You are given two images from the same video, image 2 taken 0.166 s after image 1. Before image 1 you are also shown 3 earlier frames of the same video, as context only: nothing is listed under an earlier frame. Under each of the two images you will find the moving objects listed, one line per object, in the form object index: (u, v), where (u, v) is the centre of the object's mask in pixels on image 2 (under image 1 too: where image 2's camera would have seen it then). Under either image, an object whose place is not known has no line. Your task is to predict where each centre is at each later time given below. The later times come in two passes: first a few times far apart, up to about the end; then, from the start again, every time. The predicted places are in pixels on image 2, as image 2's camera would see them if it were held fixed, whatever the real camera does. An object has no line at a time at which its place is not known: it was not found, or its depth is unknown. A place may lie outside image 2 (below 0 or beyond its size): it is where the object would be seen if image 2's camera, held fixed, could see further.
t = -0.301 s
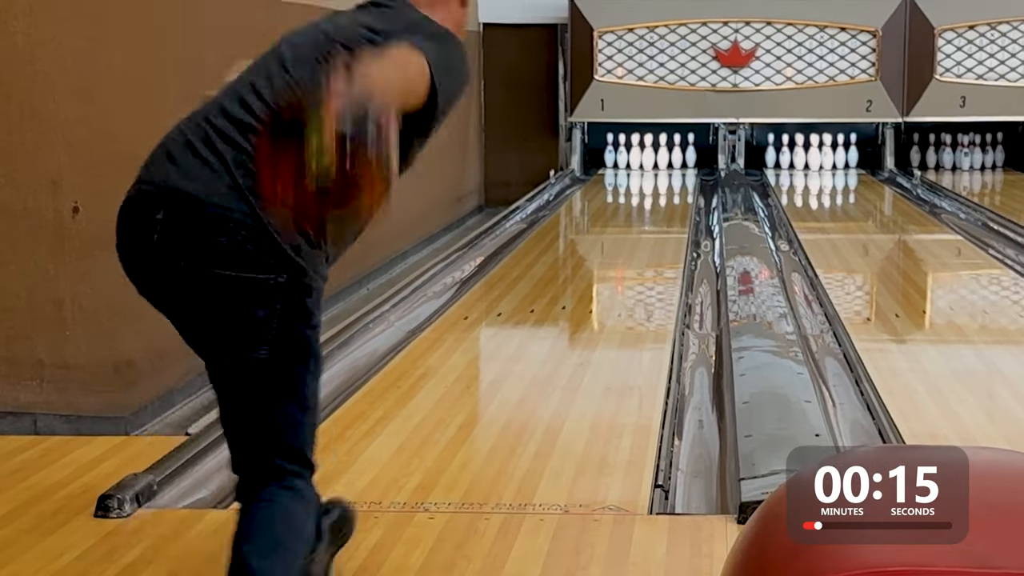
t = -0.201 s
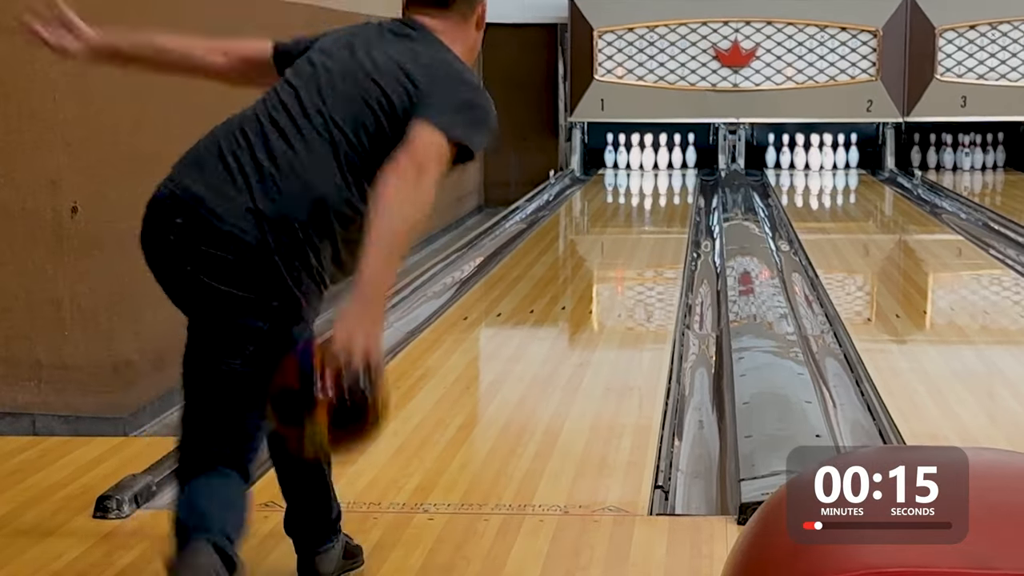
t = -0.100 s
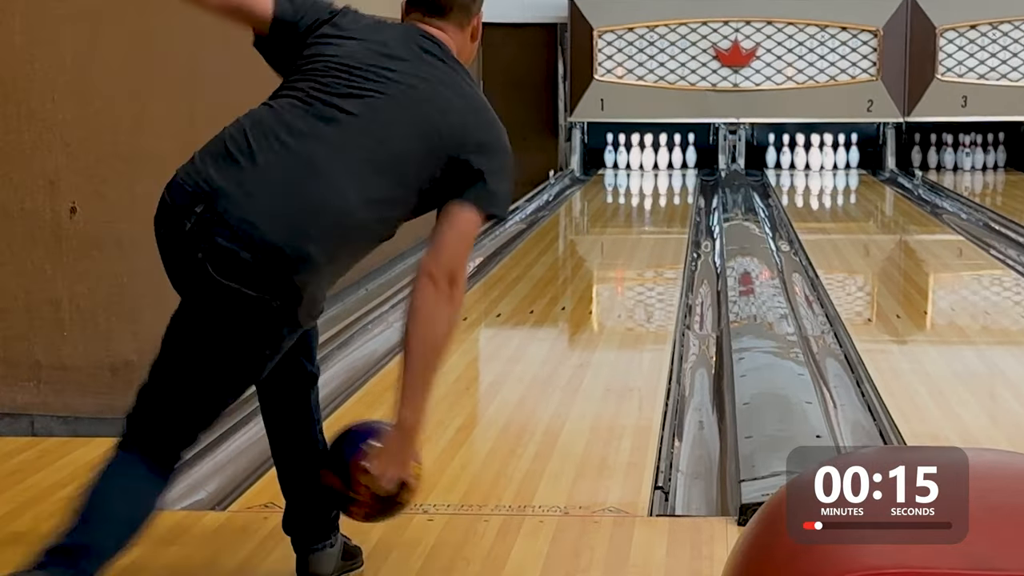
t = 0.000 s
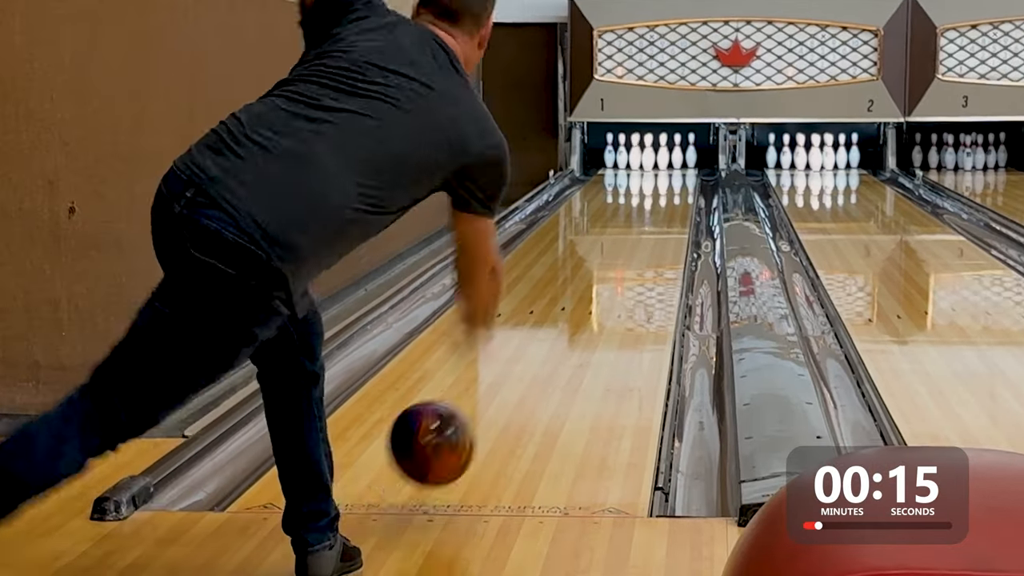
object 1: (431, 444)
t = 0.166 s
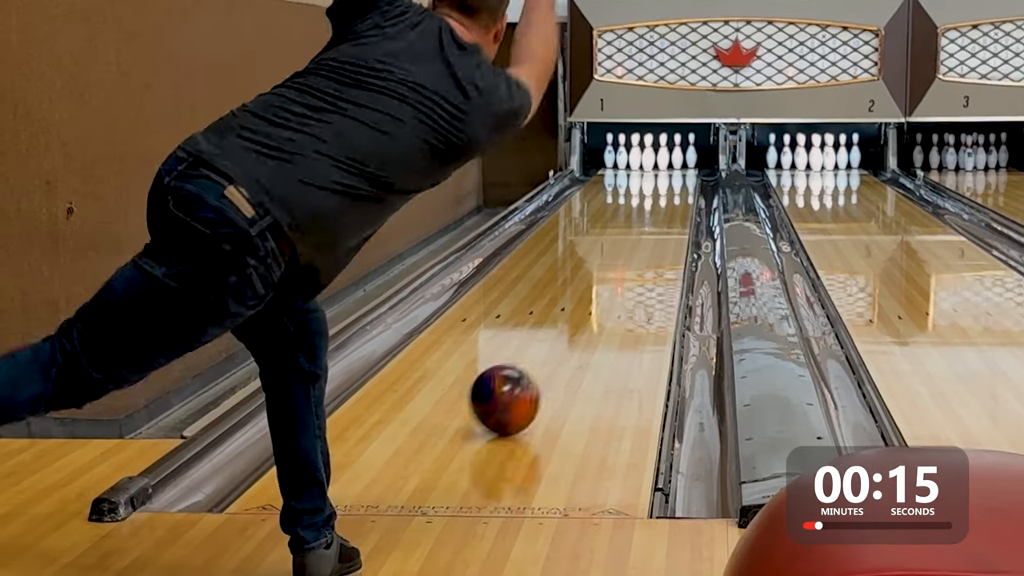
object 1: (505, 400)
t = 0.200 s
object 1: (516, 388)
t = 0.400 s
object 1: (569, 331)
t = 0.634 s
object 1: (609, 286)
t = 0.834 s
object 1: (633, 259)
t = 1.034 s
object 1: (651, 238)
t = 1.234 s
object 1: (663, 220)
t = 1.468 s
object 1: (674, 206)
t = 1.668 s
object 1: (679, 194)
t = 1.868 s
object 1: (681, 185)
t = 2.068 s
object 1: (679, 177)
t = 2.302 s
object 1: (670, 170)
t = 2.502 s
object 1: (658, 164)
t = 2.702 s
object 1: (656, 160)
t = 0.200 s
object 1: (516, 388)
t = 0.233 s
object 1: (527, 376)
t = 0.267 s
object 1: (536, 366)
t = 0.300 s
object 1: (545, 357)
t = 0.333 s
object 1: (553, 348)
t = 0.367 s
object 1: (561, 339)
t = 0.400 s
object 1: (569, 331)
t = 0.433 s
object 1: (575, 323)
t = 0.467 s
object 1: (582, 317)
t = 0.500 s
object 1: (588, 310)
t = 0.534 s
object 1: (594, 303)
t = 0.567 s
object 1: (599, 297)
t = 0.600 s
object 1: (604, 292)
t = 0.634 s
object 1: (609, 286)
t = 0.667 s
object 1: (614, 281)
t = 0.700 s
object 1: (618, 276)
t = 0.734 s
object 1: (622, 271)
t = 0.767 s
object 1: (626, 267)
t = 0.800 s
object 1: (630, 263)
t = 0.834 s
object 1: (633, 259)
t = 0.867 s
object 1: (637, 255)
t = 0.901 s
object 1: (640, 251)
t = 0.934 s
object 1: (643, 248)
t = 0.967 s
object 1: (645, 245)
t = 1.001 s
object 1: (648, 241)
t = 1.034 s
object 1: (651, 238)
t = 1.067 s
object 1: (653, 235)
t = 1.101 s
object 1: (656, 232)
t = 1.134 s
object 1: (658, 229)
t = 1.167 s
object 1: (660, 226)
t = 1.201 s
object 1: (662, 223)
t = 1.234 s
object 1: (663, 220)
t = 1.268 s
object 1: (666, 218)
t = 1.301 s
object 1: (667, 216)
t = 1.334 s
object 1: (668, 214)
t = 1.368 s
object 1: (670, 211)
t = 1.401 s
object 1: (672, 209)
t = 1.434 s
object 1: (673, 208)
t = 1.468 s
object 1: (674, 206)
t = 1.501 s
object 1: (675, 204)
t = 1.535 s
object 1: (676, 202)
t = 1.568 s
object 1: (677, 200)
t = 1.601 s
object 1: (678, 199)
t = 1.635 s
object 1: (679, 196)
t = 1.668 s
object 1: (679, 194)
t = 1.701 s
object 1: (680, 193)
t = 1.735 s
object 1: (681, 191)
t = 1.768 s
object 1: (681, 190)
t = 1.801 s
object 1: (681, 188)
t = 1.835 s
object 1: (681, 186)
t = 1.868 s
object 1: (681, 185)
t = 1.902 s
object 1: (681, 184)
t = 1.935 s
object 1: (681, 183)
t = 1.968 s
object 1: (680, 181)
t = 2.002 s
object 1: (680, 180)
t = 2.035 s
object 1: (679, 179)
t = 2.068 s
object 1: (679, 177)
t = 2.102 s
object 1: (678, 176)
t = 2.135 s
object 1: (677, 175)
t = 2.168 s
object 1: (676, 174)
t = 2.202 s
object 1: (675, 173)
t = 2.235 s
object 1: (673, 171)
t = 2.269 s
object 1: (672, 170)
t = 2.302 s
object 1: (670, 170)
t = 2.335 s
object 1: (668, 168)
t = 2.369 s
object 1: (666, 168)
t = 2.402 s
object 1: (664, 167)
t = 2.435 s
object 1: (663, 166)
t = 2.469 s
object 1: (661, 164)
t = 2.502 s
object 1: (658, 164)
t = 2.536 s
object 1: (657, 163)
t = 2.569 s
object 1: (656, 162)
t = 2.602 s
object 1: (656, 162)
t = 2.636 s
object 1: (656, 161)
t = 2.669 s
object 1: (655, 161)
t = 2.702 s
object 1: (656, 160)
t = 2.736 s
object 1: (656, 160)
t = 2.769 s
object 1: (656, 159)
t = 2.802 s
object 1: (657, 158)
